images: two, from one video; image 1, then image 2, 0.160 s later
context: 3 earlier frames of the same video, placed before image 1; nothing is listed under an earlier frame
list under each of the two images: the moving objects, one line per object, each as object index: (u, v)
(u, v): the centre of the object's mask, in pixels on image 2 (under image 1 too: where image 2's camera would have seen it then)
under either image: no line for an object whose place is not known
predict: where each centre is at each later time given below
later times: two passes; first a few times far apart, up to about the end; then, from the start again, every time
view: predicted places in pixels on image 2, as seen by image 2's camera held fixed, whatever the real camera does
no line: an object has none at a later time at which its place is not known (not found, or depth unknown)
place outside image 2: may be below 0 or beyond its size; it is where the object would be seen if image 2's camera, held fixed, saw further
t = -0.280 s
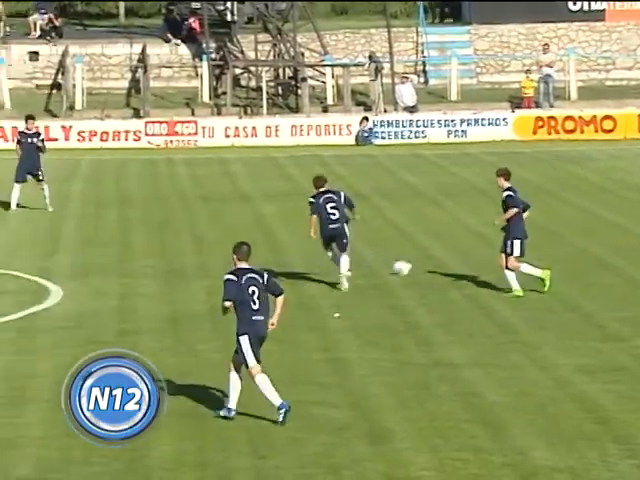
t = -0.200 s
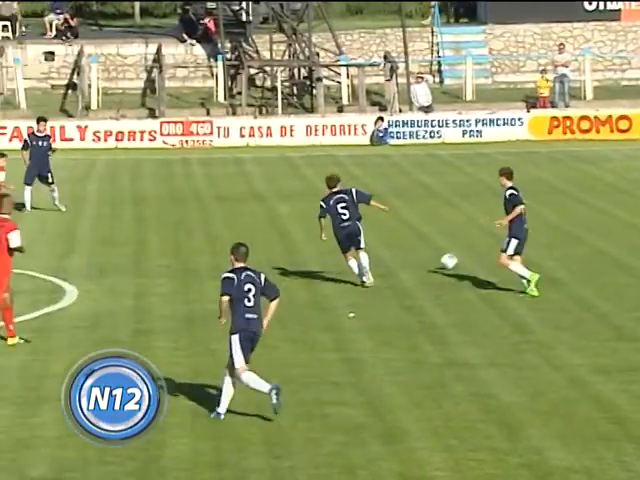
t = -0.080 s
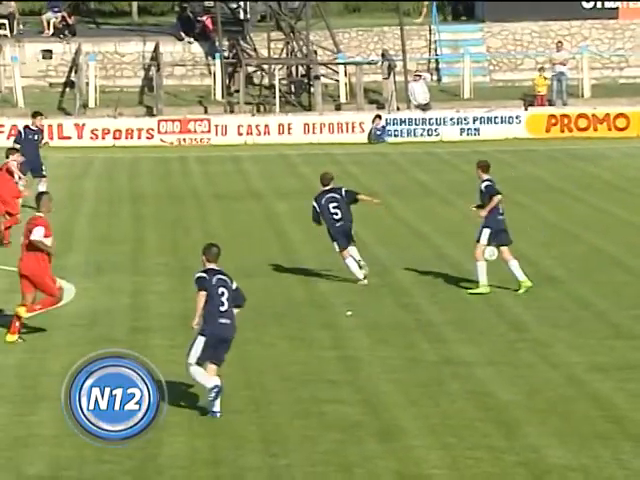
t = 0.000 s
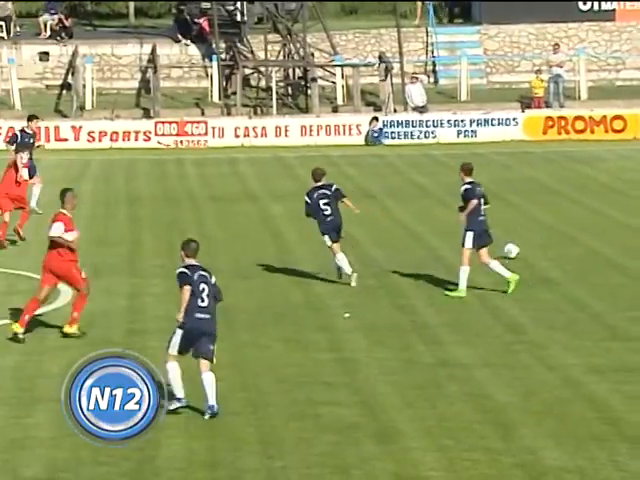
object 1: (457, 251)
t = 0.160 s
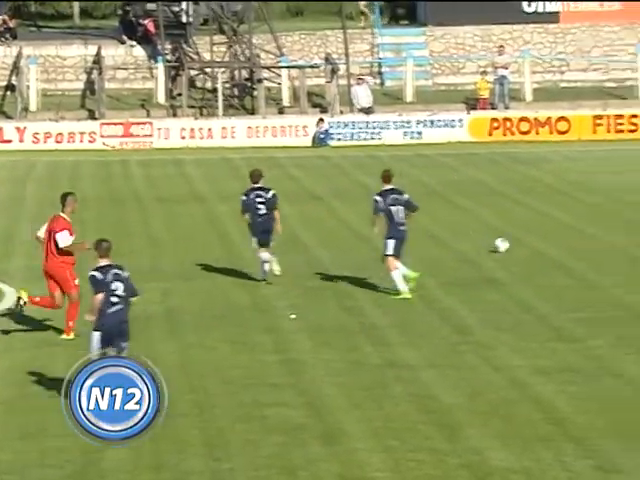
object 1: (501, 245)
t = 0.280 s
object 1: (530, 241)
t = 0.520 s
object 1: (582, 234)
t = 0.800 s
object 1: (637, 226)
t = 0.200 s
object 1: (511, 243)
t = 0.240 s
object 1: (521, 242)
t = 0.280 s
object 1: (530, 241)
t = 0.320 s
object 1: (539, 240)
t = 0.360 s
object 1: (548, 238)
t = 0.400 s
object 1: (557, 237)
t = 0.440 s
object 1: (566, 236)
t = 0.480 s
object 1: (574, 234)
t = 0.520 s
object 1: (582, 234)
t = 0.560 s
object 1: (591, 232)
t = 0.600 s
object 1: (599, 232)
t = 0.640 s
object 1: (606, 230)
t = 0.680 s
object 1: (614, 230)
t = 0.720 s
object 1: (622, 229)
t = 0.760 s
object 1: (629, 227)
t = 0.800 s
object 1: (637, 226)
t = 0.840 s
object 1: (644, 226)
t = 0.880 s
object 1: (651, 225)
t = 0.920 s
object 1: (659, 225)
